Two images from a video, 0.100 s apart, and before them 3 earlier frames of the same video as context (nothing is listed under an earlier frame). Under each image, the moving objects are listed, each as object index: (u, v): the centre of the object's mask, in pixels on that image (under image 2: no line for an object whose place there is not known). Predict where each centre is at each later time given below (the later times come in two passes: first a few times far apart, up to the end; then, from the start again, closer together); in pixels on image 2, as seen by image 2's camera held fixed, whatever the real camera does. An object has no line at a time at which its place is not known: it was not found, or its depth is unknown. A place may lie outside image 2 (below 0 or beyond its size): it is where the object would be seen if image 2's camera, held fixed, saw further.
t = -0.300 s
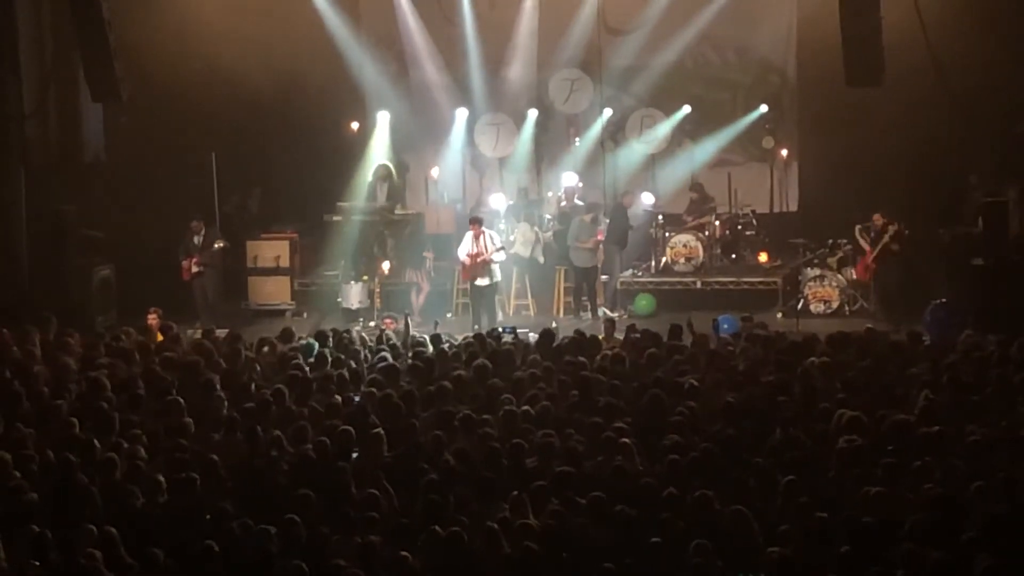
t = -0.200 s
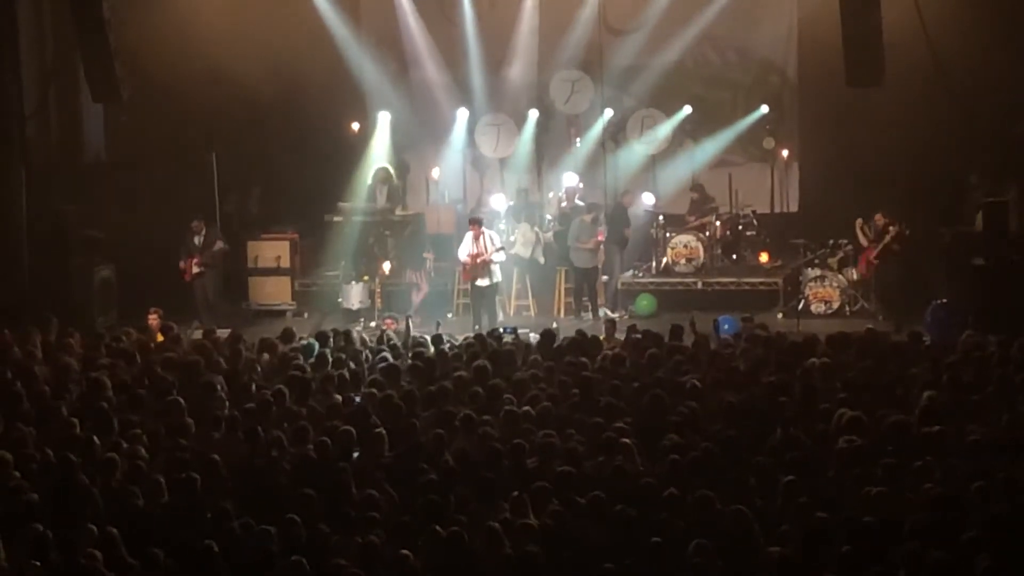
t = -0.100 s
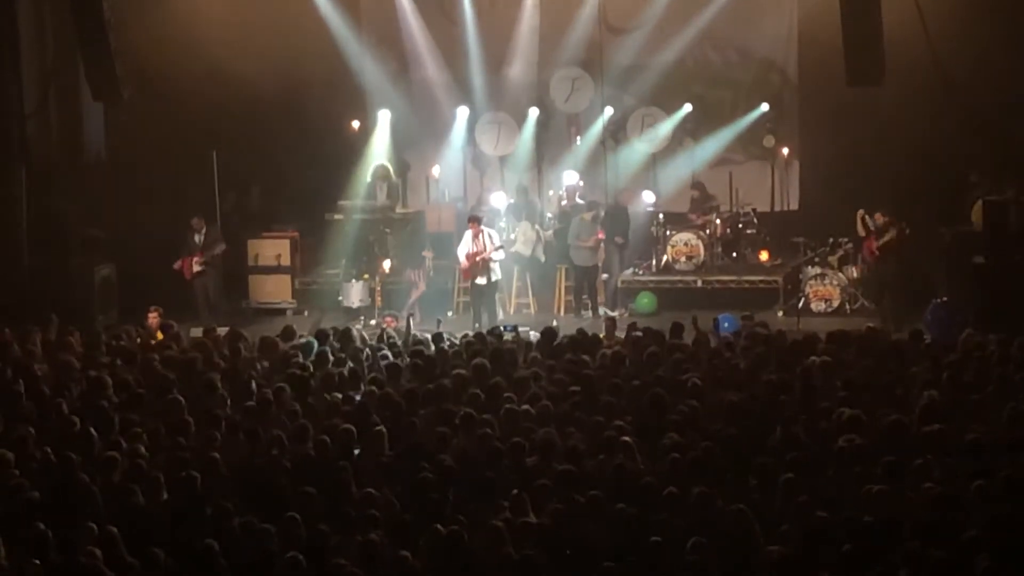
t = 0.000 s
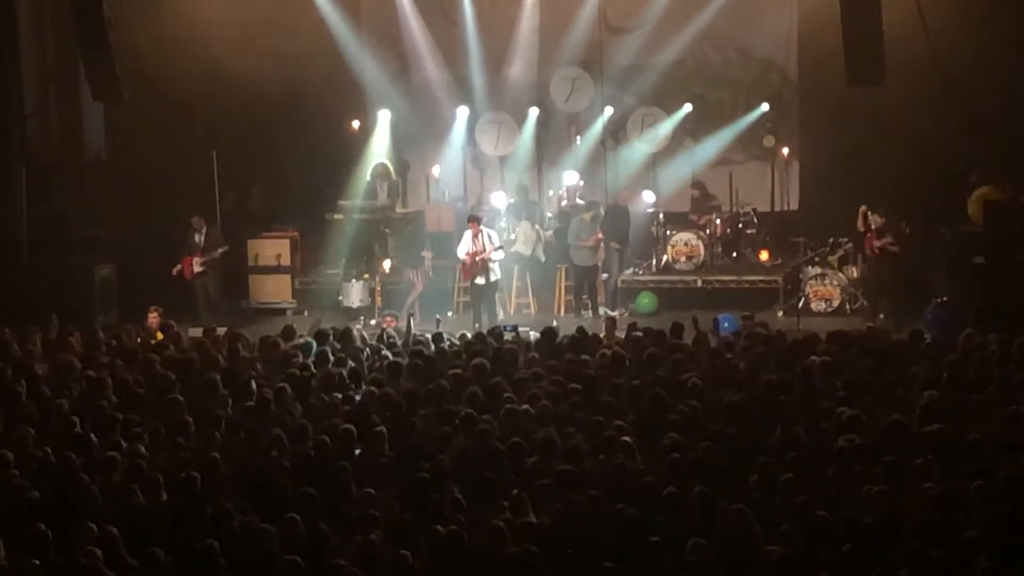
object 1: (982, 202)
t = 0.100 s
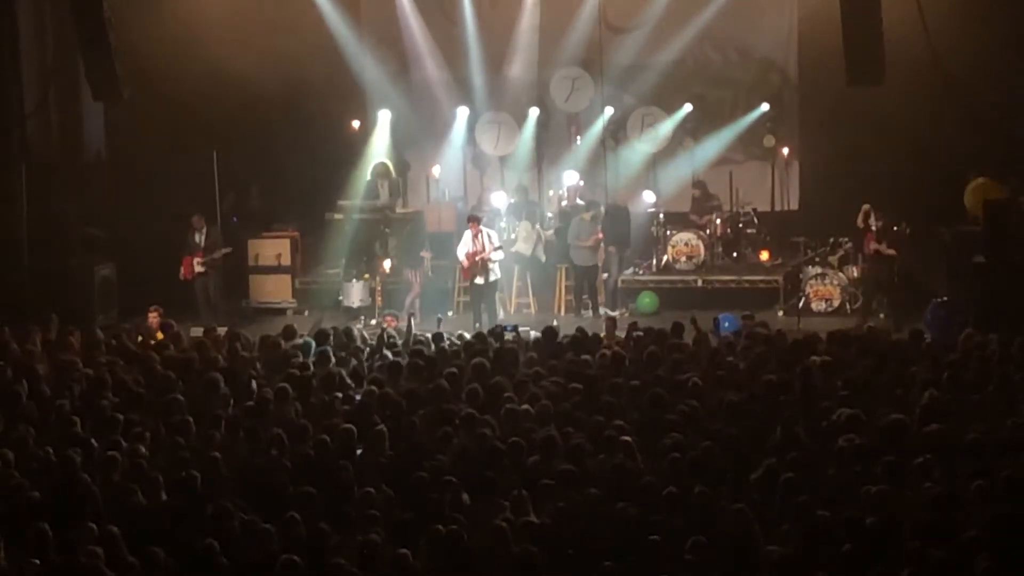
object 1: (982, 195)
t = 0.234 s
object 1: (979, 188)
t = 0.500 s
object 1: (969, 175)
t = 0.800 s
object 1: (960, 174)
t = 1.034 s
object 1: (953, 180)
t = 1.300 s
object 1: (939, 191)
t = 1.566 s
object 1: (894, 166)
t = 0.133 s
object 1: (982, 194)
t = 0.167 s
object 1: (981, 191)
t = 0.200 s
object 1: (980, 189)
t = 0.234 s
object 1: (979, 188)
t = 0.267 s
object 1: (978, 186)
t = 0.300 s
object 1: (977, 185)
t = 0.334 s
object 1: (977, 183)
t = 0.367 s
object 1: (975, 181)
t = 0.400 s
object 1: (974, 180)
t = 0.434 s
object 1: (971, 177)
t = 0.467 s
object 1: (970, 176)
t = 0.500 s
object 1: (969, 175)
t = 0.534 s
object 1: (967, 174)
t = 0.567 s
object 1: (966, 174)
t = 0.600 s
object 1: (965, 173)
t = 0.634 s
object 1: (964, 173)
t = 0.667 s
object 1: (963, 173)
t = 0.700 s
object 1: (962, 173)
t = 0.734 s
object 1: (961, 173)
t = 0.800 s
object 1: (960, 174)
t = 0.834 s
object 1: (959, 174)
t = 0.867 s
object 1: (957, 175)
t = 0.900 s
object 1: (956, 176)
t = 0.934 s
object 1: (956, 176)
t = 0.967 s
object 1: (954, 177)
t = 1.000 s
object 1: (954, 179)
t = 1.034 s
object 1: (953, 180)
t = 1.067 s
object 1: (951, 183)
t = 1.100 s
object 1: (950, 185)
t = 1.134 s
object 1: (949, 187)
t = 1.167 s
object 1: (948, 188)
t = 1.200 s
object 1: (947, 191)
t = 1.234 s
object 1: (946, 193)
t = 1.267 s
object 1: (943, 193)
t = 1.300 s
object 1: (939, 191)
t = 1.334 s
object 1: (934, 188)
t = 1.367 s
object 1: (929, 186)
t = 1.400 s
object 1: (924, 184)
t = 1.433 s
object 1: (918, 181)
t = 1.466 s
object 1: (913, 178)
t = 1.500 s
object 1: (906, 174)
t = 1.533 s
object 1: (900, 170)
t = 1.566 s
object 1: (894, 166)
